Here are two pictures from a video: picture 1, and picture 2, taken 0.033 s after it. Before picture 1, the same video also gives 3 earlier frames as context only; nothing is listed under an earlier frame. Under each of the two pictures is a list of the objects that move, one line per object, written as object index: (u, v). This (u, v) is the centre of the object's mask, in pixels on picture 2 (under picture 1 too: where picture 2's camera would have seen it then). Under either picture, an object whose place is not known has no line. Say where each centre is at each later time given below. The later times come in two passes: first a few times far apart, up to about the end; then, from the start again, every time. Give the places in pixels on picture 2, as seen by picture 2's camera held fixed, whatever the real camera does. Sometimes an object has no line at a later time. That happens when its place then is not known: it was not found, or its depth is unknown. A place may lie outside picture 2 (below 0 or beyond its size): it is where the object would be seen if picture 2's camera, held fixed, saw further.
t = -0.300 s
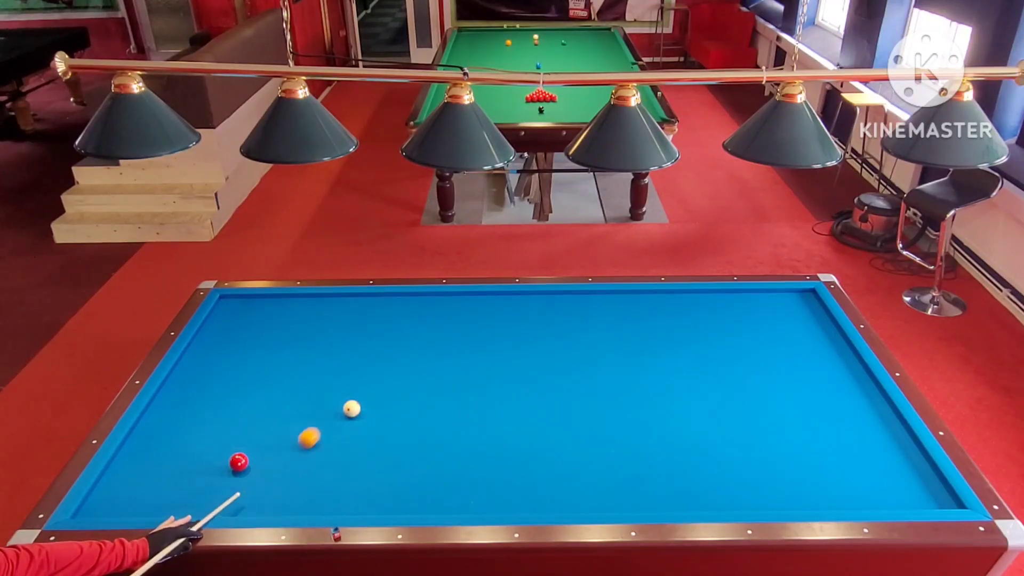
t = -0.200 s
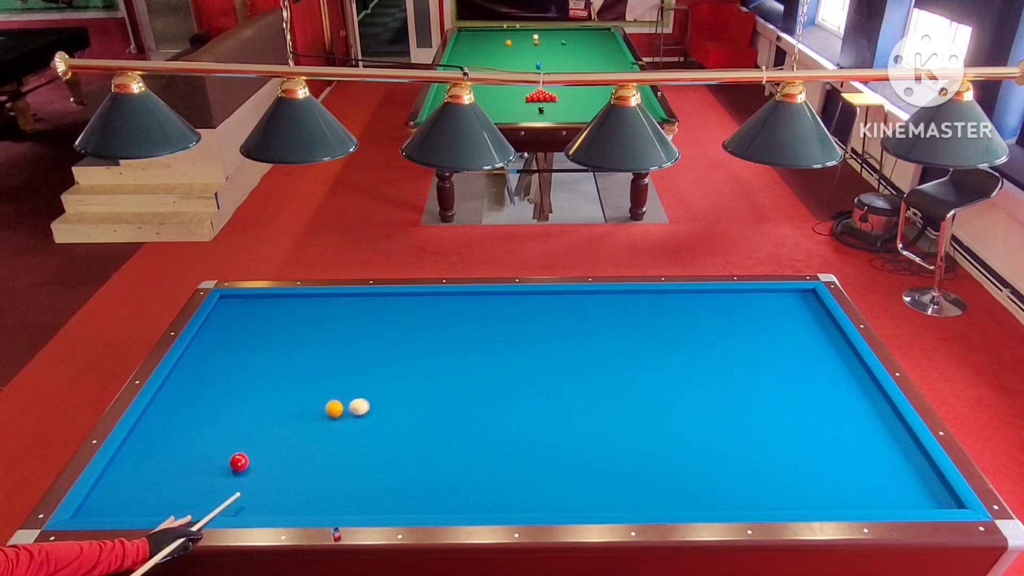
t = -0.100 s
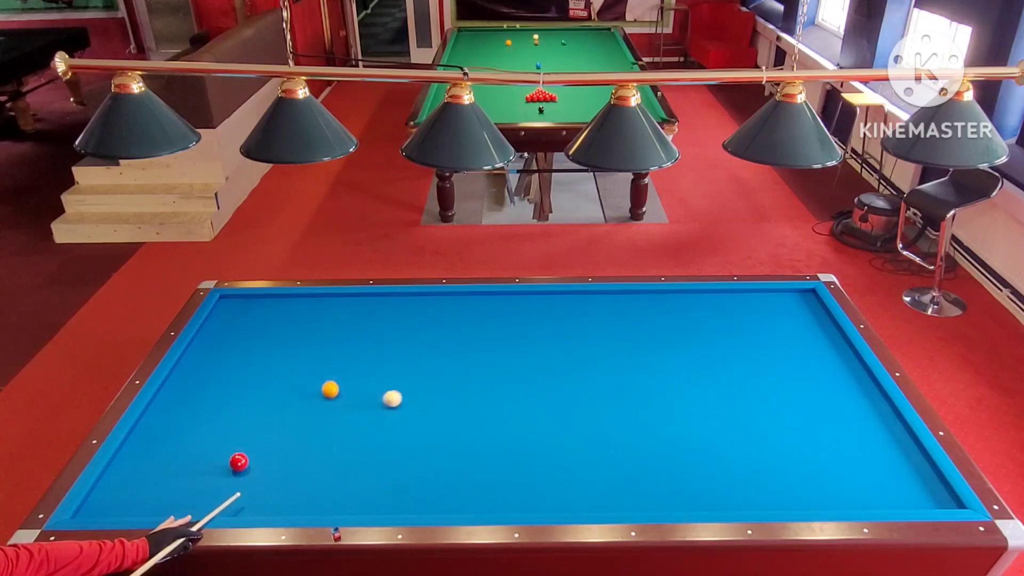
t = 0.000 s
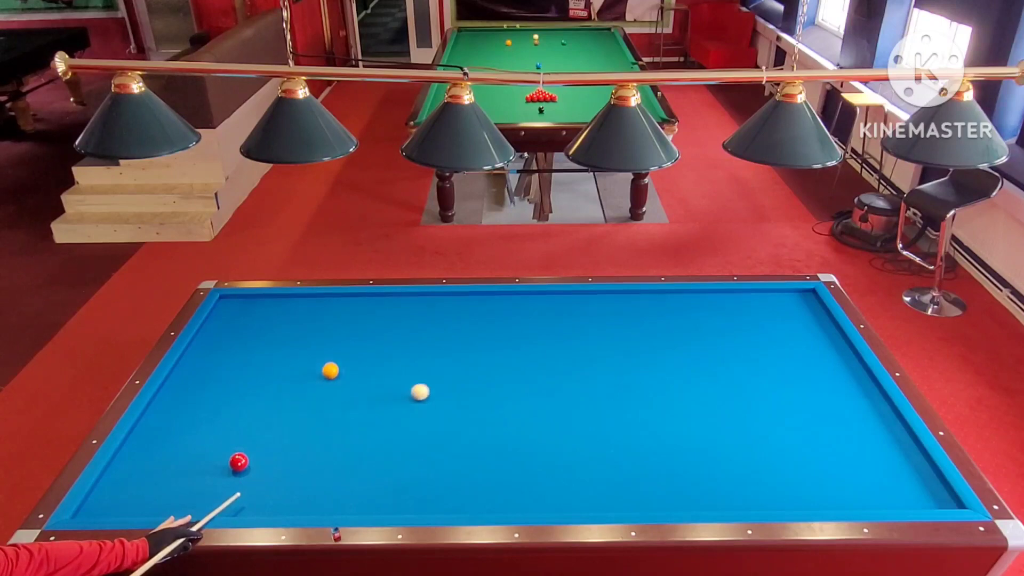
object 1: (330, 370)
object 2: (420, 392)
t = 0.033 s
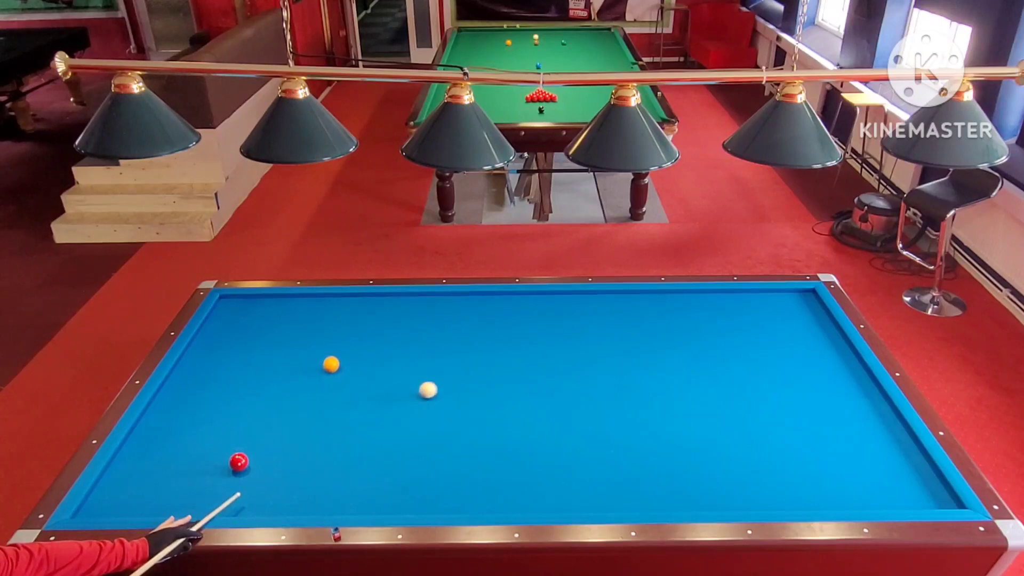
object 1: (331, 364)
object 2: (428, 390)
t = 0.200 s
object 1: (334, 336)
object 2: (464, 381)
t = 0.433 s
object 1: (337, 301)
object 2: (513, 369)
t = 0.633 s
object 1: (313, 313)
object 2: (552, 360)
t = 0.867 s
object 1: (280, 332)
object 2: (596, 349)
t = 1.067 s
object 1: (250, 349)
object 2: (632, 341)
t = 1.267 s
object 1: (218, 367)
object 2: (666, 332)
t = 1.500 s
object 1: (178, 389)
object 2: (703, 323)
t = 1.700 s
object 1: (157, 408)
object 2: (734, 316)
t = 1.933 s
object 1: (158, 431)
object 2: (769, 307)
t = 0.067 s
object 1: (332, 359)
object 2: (435, 388)
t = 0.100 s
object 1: (332, 353)
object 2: (443, 387)
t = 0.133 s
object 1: (333, 347)
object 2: (450, 385)
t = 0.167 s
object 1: (333, 341)
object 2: (457, 383)
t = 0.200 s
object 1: (334, 336)
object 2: (464, 381)
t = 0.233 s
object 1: (334, 331)
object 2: (471, 380)
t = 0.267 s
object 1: (335, 325)
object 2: (478, 378)
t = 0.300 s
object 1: (335, 320)
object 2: (486, 376)
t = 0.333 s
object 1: (336, 316)
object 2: (493, 374)
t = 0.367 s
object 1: (336, 311)
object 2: (500, 373)
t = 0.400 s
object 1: (337, 306)
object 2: (506, 371)
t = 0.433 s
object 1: (337, 301)
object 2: (513, 369)
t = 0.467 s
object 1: (337, 297)
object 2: (520, 368)
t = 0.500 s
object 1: (334, 299)
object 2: (526, 366)
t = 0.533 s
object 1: (328, 302)
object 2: (533, 365)
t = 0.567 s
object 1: (323, 306)
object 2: (540, 363)
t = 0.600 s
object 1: (318, 309)
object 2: (546, 361)
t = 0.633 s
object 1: (313, 313)
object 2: (552, 360)
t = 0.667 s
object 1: (308, 316)
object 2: (559, 358)
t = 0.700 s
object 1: (304, 318)
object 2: (565, 357)
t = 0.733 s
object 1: (299, 321)
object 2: (572, 355)
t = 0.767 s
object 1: (294, 324)
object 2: (578, 354)
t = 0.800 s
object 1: (290, 326)
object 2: (584, 352)
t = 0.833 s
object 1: (285, 329)
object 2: (590, 351)
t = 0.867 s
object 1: (280, 332)
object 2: (596, 349)
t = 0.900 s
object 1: (275, 335)
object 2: (602, 348)
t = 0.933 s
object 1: (270, 337)
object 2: (608, 346)
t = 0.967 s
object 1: (265, 340)
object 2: (614, 345)
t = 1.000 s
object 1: (260, 343)
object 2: (620, 343)
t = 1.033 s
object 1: (255, 346)
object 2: (626, 342)
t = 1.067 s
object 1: (250, 349)
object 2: (632, 341)
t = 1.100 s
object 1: (244, 352)
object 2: (637, 339)
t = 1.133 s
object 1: (239, 355)
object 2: (643, 338)
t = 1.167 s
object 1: (234, 358)
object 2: (649, 336)
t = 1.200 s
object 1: (229, 361)
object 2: (655, 335)
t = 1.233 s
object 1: (223, 363)
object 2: (660, 334)
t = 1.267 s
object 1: (218, 367)
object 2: (666, 332)
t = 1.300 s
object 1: (212, 370)
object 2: (671, 331)
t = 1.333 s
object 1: (207, 373)
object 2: (677, 330)
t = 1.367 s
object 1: (201, 376)
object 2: (682, 328)
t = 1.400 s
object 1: (196, 379)
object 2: (688, 327)
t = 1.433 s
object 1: (190, 382)
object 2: (693, 326)
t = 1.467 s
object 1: (184, 386)
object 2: (698, 324)
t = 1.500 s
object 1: (178, 389)
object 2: (703, 323)
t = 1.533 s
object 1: (172, 392)
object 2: (709, 322)
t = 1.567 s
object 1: (167, 395)
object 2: (714, 321)
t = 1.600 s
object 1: (160, 399)
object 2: (719, 319)
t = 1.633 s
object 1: (155, 402)
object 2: (724, 318)
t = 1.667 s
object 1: (156, 405)
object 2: (729, 317)
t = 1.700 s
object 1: (157, 408)
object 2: (734, 316)
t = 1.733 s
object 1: (157, 411)
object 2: (739, 315)
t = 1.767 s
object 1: (157, 415)
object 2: (744, 313)
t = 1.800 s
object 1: (158, 418)
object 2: (749, 312)
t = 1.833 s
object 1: (158, 421)
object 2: (754, 311)
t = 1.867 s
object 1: (158, 424)
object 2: (759, 310)
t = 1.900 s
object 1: (158, 428)
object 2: (764, 309)
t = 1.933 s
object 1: (158, 431)
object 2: (769, 307)
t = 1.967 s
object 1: (159, 434)
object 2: (773, 306)
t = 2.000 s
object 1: (159, 438)
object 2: (778, 305)
